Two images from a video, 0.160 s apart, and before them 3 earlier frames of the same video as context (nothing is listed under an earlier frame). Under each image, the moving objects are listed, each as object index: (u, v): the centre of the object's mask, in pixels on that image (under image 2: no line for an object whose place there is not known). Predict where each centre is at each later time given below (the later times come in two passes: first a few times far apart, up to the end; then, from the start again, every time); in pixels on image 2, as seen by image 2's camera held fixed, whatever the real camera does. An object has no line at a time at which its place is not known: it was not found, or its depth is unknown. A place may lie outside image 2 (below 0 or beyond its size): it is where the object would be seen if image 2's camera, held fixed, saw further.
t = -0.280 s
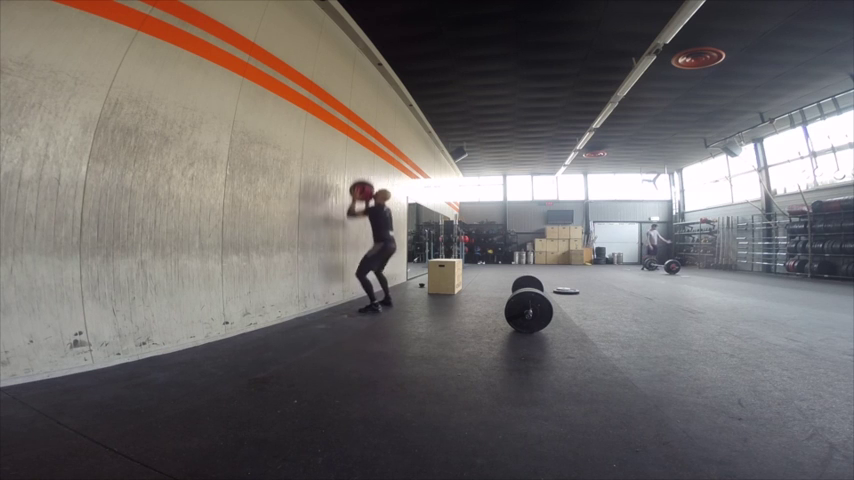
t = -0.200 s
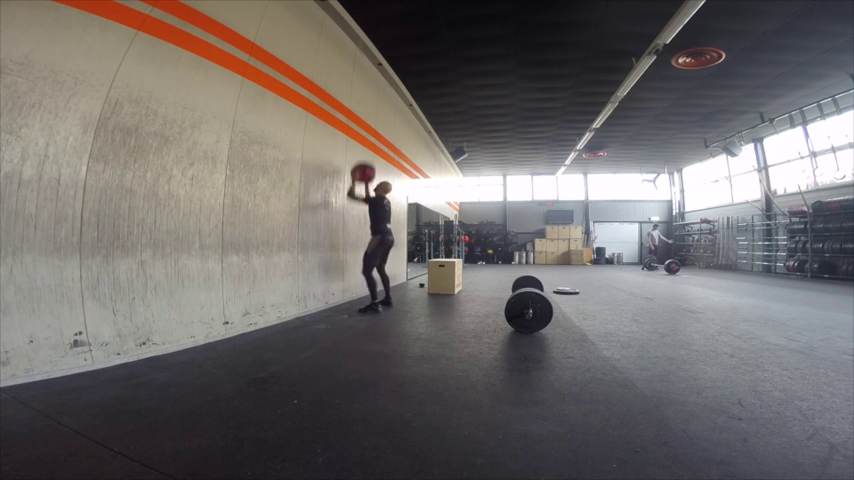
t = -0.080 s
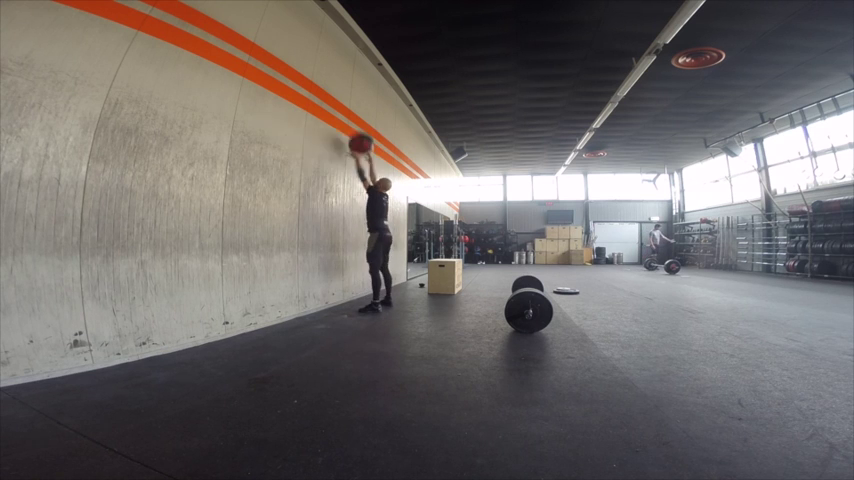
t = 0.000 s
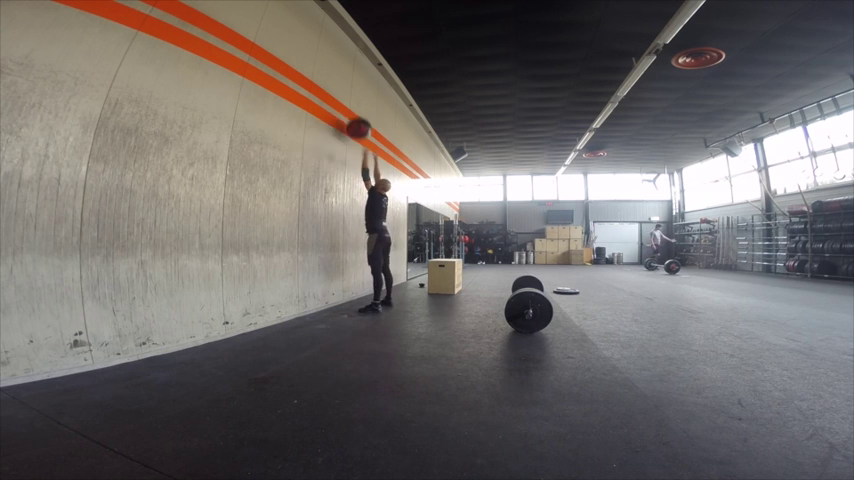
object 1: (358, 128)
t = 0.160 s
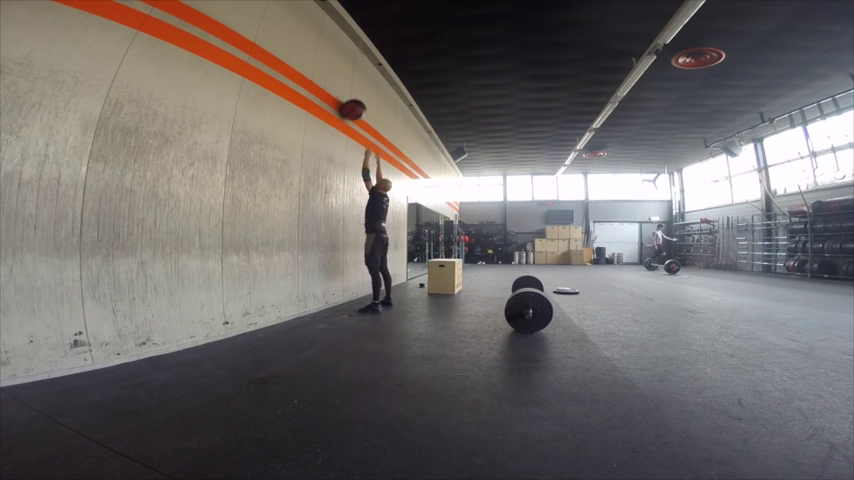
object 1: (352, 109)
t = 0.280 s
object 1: (353, 106)
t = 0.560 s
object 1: (359, 127)
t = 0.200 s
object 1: (352, 107)
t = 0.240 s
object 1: (352, 106)
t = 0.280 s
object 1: (353, 106)
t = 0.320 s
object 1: (354, 106)
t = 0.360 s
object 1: (355, 108)
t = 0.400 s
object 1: (356, 109)
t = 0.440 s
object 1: (357, 112)
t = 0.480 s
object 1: (358, 116)
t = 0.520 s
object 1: (359, 121)
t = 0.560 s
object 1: (359, 127)
